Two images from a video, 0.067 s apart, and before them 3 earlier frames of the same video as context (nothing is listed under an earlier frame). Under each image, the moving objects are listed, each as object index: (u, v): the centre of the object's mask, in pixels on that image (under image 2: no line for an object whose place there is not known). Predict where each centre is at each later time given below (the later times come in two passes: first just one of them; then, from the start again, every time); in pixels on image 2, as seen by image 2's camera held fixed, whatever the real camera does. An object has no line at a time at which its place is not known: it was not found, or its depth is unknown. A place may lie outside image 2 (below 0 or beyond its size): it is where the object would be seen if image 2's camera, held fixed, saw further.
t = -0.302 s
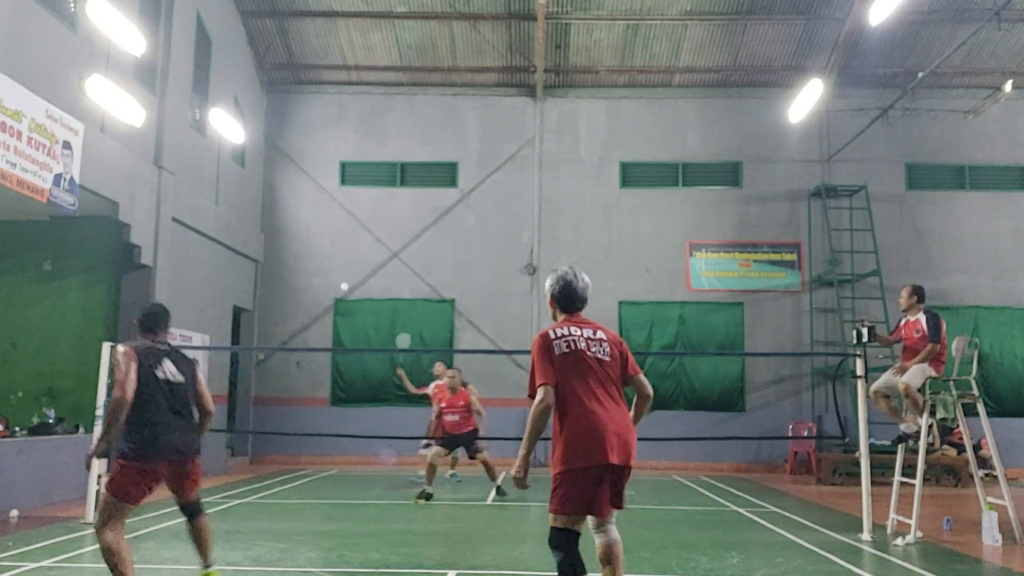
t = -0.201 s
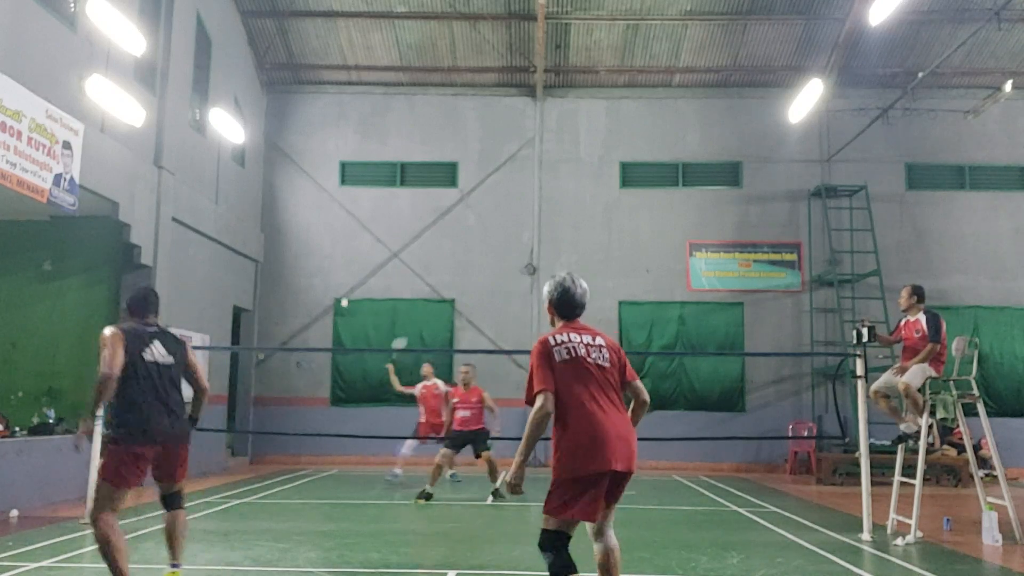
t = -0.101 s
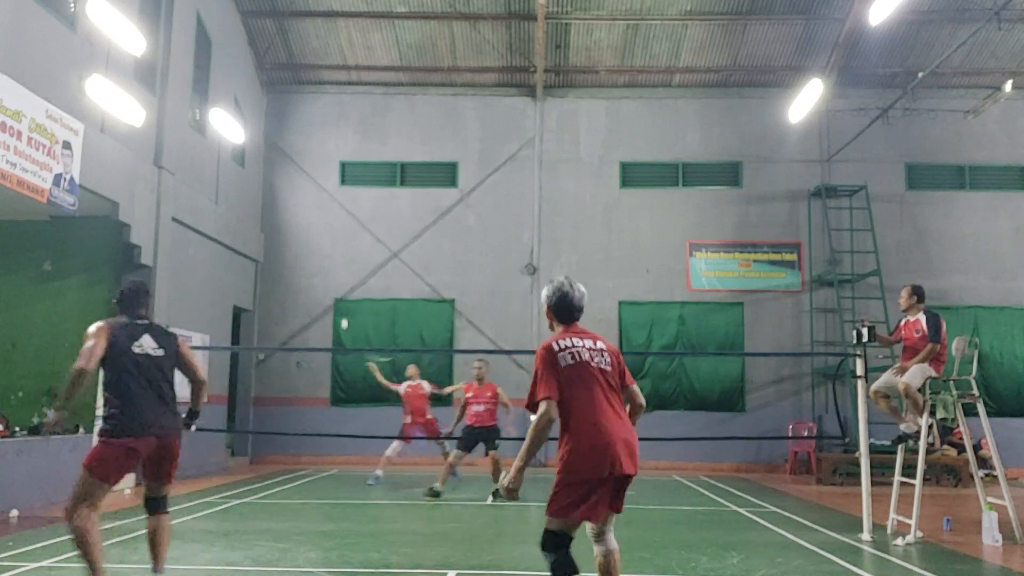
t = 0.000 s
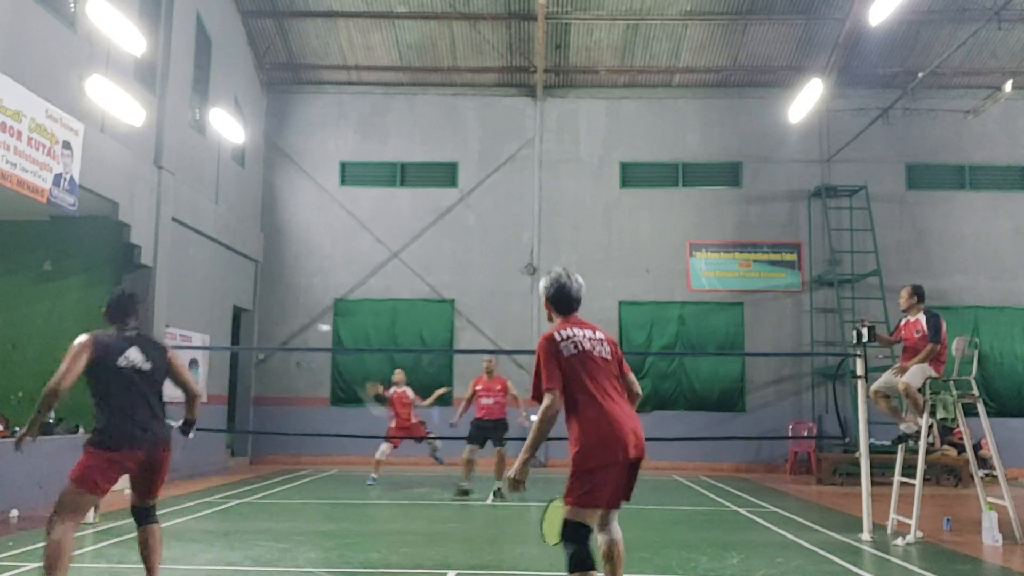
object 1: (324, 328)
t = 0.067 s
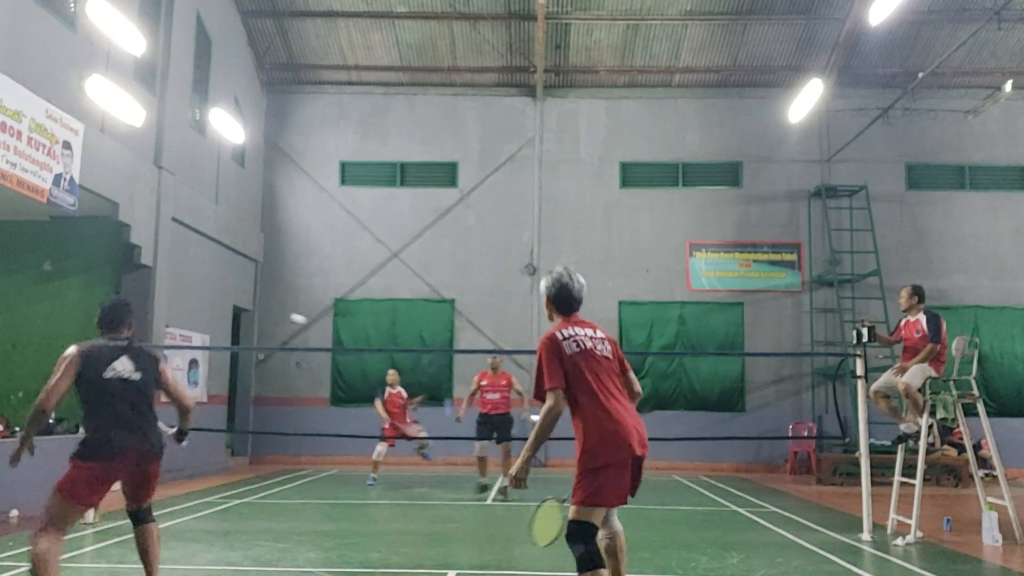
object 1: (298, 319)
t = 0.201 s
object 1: (247, 314)
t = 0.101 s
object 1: (286, 315)
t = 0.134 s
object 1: (274, 313)
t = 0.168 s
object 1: (261, 313)
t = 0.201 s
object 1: (247, 314)
